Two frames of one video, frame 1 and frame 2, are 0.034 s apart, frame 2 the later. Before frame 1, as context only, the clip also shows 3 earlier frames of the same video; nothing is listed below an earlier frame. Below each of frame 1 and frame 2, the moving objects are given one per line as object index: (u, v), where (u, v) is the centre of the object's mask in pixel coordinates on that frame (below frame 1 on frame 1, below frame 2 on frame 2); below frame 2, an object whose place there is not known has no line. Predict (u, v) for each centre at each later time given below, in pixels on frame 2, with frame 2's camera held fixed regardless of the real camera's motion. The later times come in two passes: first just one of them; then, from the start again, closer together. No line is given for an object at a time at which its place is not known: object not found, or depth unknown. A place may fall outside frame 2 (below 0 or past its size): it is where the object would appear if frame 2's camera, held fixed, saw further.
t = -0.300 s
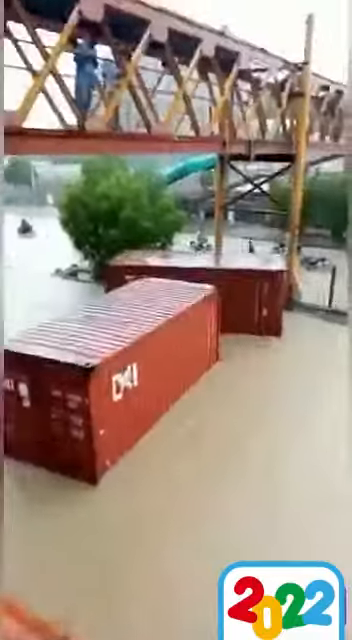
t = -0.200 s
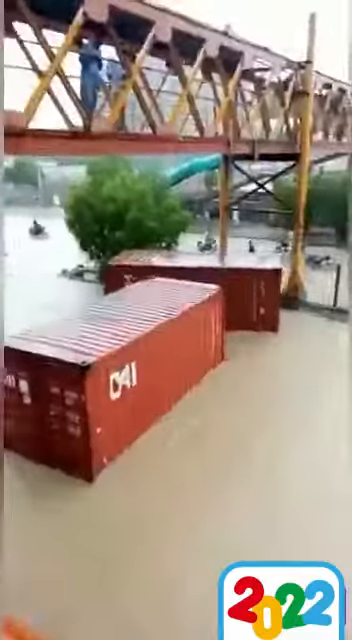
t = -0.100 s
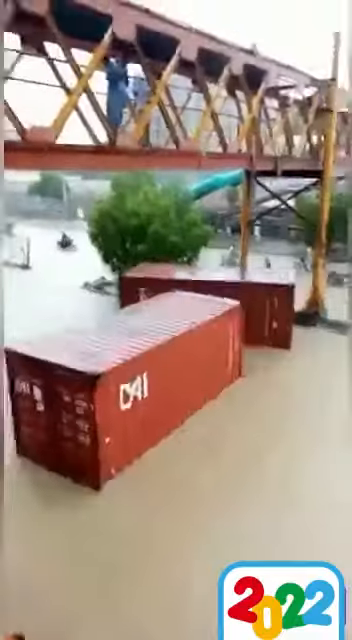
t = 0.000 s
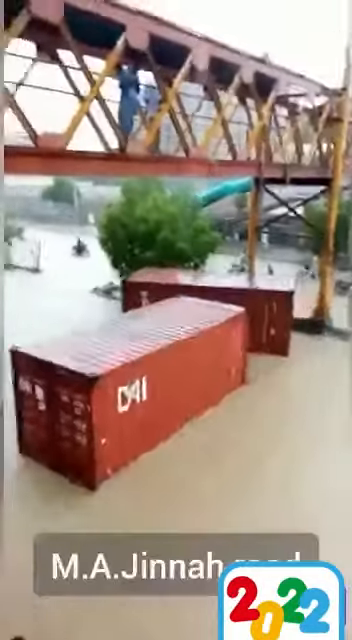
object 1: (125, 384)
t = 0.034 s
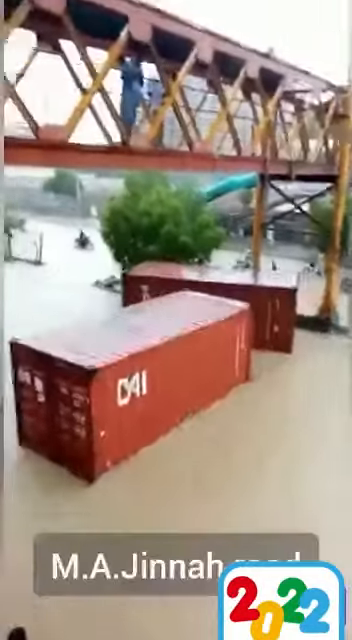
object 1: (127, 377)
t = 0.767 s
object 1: (117, 358)
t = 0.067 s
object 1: (125, 378)
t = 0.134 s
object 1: (126, 374)
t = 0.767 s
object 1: (117, 358)
